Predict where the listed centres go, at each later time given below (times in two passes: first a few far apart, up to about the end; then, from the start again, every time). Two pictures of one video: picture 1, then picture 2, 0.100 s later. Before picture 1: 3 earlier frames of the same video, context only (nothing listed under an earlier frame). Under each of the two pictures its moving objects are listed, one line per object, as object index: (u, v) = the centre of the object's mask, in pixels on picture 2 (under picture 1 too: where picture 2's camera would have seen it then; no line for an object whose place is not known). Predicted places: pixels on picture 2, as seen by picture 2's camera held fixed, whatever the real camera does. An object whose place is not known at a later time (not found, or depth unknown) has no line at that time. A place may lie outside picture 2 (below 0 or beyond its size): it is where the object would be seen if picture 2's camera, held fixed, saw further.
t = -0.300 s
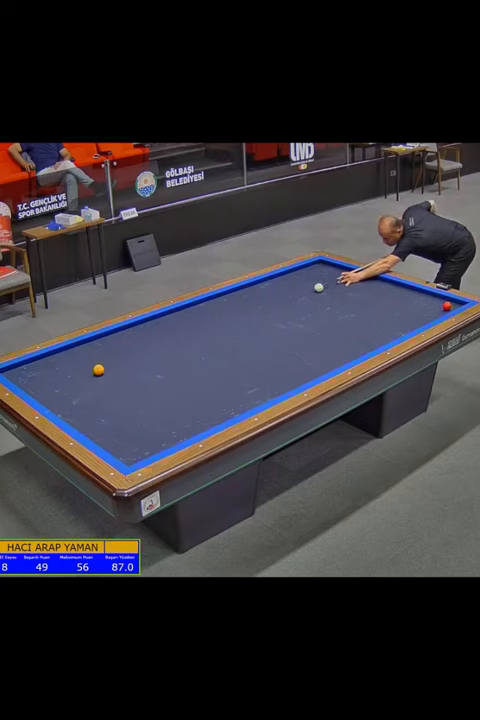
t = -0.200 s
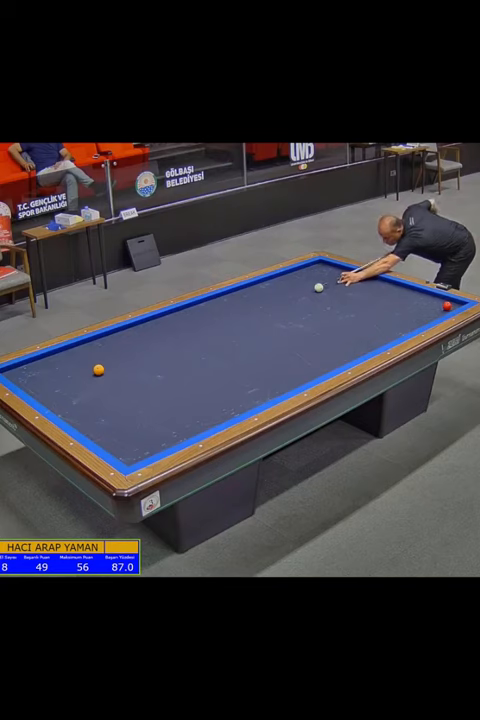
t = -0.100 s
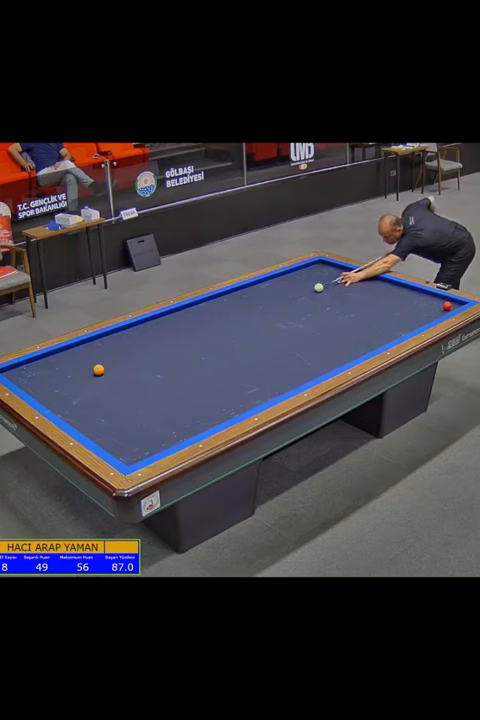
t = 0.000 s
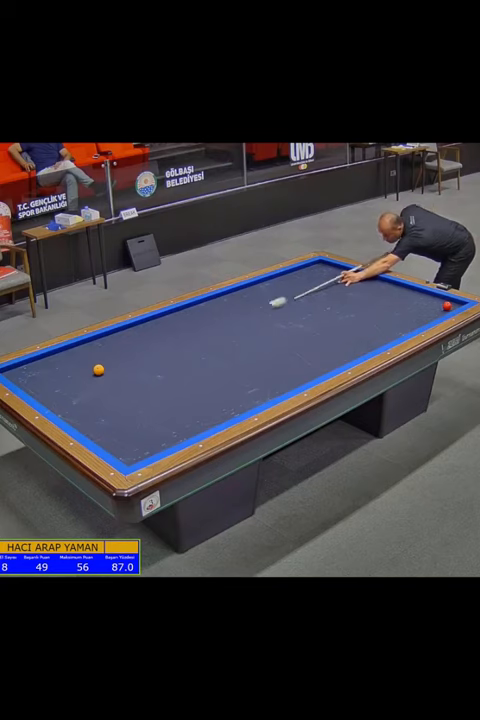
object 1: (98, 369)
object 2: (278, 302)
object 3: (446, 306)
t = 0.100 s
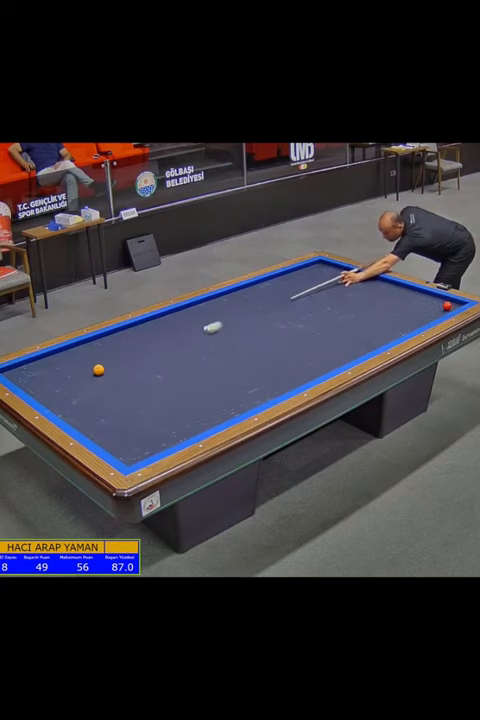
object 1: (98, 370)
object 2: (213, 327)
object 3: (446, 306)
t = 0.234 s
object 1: (98, 369)
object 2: (114, 365)
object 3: (446, 306)
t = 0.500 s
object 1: (73, 351)
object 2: (119, 413)
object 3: (446, 306)
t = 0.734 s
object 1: (156, 324)
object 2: (135, 453)
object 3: (446, 306)
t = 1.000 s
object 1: (239, 306)
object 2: (118, 432)
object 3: (446, 306)
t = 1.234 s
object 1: (299, 293)
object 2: (115, 407)
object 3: (446, 306)
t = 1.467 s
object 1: (353, 281)
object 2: (112, 386)
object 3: (446, 306)
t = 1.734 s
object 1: (368, 290)
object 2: (110, 365)
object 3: (446, 306)
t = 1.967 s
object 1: (364, 308)
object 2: (108, 349)
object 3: (446, 306)
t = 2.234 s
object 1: (363, 328)
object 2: (111, 333)
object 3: (446, 306)
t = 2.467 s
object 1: (363, 348)
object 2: (141, 332)
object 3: (446, 306)
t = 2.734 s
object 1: (328, 358)
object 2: (173, 330)
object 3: (446, 306)
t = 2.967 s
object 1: (290, 364)
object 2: (201, 328)
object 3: (446, 306)
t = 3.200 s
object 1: (251, 370)
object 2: (228, 326)
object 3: (446, 306)
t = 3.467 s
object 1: (206, 377)
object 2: (258, 324)
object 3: (446, 306)
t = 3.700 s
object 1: (166, 383)
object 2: (284, 322)
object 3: (446, 306)
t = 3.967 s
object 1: (121, 390)
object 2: (312, 320)
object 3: (446, 306)
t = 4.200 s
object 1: (82, 396)
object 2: (337, 318)
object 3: (446, 306)
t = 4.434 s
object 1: (44, 400)
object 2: (360, 316)
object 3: (446, 306)
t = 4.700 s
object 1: (52, 385)
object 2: (385, 314)
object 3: (446, 305)
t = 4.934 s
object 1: (57, 374)
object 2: (407, 313)
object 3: (446, 306)
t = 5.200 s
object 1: (63, 361)
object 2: (431, 311)
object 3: (446, 305)
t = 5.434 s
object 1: (68, 350)
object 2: (450, 308)
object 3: (445, 305)
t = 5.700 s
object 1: (84, 346)
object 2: (454, 306)
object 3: (442, 302)
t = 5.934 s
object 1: (102, 344)
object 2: (456, 304)
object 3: (438, 300)
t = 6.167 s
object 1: (119, 342)
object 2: (458, 302)
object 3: (434, 297)
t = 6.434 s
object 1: (139, 341)
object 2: (458, 302)
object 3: (429, 294)
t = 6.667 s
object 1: (156, 339)
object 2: (456, 302)
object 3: (426, 292)
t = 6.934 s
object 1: (174, 337)
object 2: (454, 303)
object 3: (420, 292)
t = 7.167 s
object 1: (190, 336)
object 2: (453, 304)
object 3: (415, 290)
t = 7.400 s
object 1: (206, 334)
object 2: (451, 304)
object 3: (410, 289)
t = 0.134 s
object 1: (98, 370)
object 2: (189, 336)
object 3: (446, 306)
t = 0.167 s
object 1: (98, 370)
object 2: (165, 345)
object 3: (446, 306)
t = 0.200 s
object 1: (98, 370)
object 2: (140, 355)
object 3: (446, 306)
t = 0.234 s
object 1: (98, 369)
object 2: (114, 365)
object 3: (446, 306)
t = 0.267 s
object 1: (77, 373)
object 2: (109, 372)
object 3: (446, 306)
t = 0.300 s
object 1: (50, 377)
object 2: (110, 378)
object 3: (446, 306)
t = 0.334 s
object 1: (24, 381)
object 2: (111, 384)
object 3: (446, 306)
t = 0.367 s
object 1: (24, 378)
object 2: (113, 389)
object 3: (446, 306)
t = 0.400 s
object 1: (37, 371)
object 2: (114, 395)
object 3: (446, 306)
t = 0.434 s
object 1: (50, 363)
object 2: (116, 401)
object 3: (446, 306)
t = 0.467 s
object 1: (61, 357)
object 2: (118, 407)
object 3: (446, 306)
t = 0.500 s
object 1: (73, 351)
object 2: (119, 413)
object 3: (446, 306)
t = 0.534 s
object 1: (84, 344)
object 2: (121, 419)
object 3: (446, 306)
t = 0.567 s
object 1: (95, 338)
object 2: (123, 425)
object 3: (446, 306)
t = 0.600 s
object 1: (106, 334)
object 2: (125, 431)
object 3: (446, 306)
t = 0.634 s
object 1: (119, 331)
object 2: (127, 436)
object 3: (446, 306)
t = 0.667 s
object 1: (132, 329)
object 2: (130, 442)
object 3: (446, 306)
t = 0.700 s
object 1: (144, 326)
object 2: (133, 448)
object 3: (446, 306)
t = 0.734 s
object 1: (156, 324)
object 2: (135, 453)
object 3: (446, 306)
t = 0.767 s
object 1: (168, 321)
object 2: (137, 457)
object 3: (446, 306)
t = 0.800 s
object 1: (179, 319)
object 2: (128, 458)
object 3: (446, 306)
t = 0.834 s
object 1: (190, 317)
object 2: (121, 455)
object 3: (446, 306)
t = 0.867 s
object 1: (200, 314)
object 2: (120, 450)
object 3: (446, 306)
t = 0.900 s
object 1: (210, 312)
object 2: (120, 445)
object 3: (446, 306)
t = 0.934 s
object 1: (220, 310)
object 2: (119, 440)
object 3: (446, 306)
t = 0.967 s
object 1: (229, 308)
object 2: (118, 436)
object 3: (446, 306)
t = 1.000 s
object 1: (239, 306)
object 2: (118, 432)
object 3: (446, 306)
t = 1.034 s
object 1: (247, 304)
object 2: (117, 428)
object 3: (446, 306)
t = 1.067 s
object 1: (257, 302)
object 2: (117, 424)
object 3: (446, 306)
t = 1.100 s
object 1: (265, 300)
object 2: (116, 420)
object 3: (446, 306)
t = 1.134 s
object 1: (274, 298)
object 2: (116, 417)
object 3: (446, 306)
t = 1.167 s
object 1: (282, 296)
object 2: (115, 413)
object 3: (446, 306)
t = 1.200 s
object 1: (291, 294)
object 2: (115, 410)
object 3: (446, 306)
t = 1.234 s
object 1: (299, 293)
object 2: (115, 407)
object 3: (446, 306)
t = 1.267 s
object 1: (307, 291)
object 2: (114, 404)
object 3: (446, 306)
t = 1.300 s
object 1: (314, 289)
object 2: (114, 401)
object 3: (446, 306)
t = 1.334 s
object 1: (323, 288)
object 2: (114, 398)
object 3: (446, 306)
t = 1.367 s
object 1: (331, 286)
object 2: (113, 395)
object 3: (446, 306)
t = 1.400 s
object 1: (338, 284)
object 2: (113, 392)
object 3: (446, 306)
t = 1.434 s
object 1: (346, 282)
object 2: (113, 389)
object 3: (446, 306)
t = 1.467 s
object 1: (353, 281)
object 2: (112, 386)
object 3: (446, 306)
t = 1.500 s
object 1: (361, 279)
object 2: (112, 384)
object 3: (446, 306)
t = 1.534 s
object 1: (368, 278)
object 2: (112, 381)
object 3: (446, 306)
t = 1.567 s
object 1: (374, 277)
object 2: (111, 378)
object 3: (446, 306)
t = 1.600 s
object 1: (373, 279)
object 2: (111, 375)
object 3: (446, 306)
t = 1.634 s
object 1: (372, 282)
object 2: (111, 373)
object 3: (446, 306)
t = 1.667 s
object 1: (371, 285)
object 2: (110, 370)
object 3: (446, 306)
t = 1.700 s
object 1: (369, 287)
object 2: (110, 367)
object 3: (446, 306)
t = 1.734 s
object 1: (368, 290)
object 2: (110, 365)
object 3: (446, 306)
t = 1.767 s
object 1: (367, 293)
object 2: (110, 362)
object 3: (446, 306)
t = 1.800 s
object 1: (366, 295)
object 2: (109, 360)
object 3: (446, 306)
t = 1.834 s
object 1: (366, 298)
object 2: (109, 358)
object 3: (446, 306)
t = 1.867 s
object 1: (365, 301)
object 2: (109, 355)
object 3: (446, 306)
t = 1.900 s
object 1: (364, 303)
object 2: (109, 353)
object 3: (446, 306)
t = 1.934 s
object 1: (364, 305)
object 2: (109, 351)
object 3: (446, 306)
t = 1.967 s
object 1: (364, 308)
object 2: (108, 349)
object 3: (446, 306)
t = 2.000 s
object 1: (363, 310)
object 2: (108, 346)
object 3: (446, 306)
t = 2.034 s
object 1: (363, 313)
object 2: (108, 344)
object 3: (446, 306)
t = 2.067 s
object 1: (364, 315)
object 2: (108, 342)
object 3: (446, 306)
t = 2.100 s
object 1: (363, 318)
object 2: (107, 340)
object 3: (446, 306)
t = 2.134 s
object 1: (363, 320)
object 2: (107, 338)
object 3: (446, 306)
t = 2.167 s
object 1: (363, 323)
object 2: (107, 336)
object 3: (446, 306)
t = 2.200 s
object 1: (363, 325)
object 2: (107, 334)
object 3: (446, 306)
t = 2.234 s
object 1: (363, 328)
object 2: (111, 333)
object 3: (446, 306)
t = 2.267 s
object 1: (363, 331)
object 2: (115, 333)
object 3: (446, 306)
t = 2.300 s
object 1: (363, 334)
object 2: (120, 333)
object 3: (446, 306)
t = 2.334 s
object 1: (363, 336)
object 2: (124, 333)
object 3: (446, 306)
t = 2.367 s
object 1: (363, 339)
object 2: (129, 333)
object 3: (446, 306)
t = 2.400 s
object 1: (363, 342)
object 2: (133, 333)
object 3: (446, 306)
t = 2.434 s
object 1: (363, 345)
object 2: (137, 333)
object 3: (446, 306)
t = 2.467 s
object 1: (363, 348)
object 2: (141, 332)
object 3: (446, 306)
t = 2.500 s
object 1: (363, 350)
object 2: (145, 332)
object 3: (446, 306)
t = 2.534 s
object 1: (362, 352)
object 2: (149, 332)
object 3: (446, 306)
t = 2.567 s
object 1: (356, 353)
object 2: (153, 331)
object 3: (446, 306)
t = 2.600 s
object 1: (350, 354)
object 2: (157, 331)
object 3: (446, 306)
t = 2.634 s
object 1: (344, 355)
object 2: (161, 331)
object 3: (446, 306)
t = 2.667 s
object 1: (338, 356)
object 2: (165, 331)
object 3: (446, 306)
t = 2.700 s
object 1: (333, 357)
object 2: (169, 330)
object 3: (446, 305)
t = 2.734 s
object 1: (328, 358)
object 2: (173, 330)
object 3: (446, 306)
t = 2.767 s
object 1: (323, 358)
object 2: (177, 329)
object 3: (446, 306)
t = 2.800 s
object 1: (317, 359)
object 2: (181, 329)
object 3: (446, 306)
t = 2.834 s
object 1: (312, 360)
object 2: (185, 329)
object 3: (446, 306)
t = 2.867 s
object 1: (306, 361)
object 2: (189, 329)
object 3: (446, 306)
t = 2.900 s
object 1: (301, 362)
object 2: (193, 328)
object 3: (446, 306)
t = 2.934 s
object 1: (295, 363)
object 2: (197, 328)
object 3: (446, 306)
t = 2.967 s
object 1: (290, 364)
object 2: (201, 328)
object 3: (446, 306)
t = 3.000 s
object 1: (284, 365)
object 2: (204, 328)
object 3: (446, 306)
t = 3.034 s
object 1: (279, 366)
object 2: (208, 327)
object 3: (446, 306)
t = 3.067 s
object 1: (274, 366)
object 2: (212, 327)
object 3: (446, 306)
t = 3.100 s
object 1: (268, 367)
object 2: (216, 327)
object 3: (446, 306)
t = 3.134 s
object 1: (262, 368)
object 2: (220, 326)
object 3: (446, 306)
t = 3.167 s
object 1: (257, 369)
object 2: (224, 326)
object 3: (446, 306)
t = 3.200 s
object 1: (251, 370)
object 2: (228, 326)
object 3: (446, 306)
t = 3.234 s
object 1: (246, 371)
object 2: (231, 326)
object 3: (446, 306)
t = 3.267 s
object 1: (240, 372)
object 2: (235, 325)
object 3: (446, 306)
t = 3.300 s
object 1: (234, 373)
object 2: (239, 325)
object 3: (446, 306)
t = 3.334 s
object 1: (229, 374)
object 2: (243, 325)
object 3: (446, 306)
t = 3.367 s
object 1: (223, 374)
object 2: (247, 325)
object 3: (446, 305)
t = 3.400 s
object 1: (217, 375)
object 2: (250, 324)
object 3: (446, 306)
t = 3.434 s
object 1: (212, 376)
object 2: (254, 324)
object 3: (446, 306)
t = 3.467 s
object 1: (206, 377)
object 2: (258, 324)
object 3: (446, 306)
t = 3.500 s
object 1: (200, 378)
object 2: (262, 324)
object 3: (446, 306)
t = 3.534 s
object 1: (195, 379)
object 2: (265, 323)
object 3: (446, 306)
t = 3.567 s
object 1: (189, 380)
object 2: (269, 323)
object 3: (446, 306)
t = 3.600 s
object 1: (183, 381)
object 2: (273, 323)
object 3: (446, 306)
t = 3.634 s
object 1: (178, 382)
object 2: (276, 322)
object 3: (446, 306)
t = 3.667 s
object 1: (172, 382)
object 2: (280, 322)
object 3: (446, 306)
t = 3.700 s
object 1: (166, 383)
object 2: (284, 322)
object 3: (446, 306)
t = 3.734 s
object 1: (160, 384)
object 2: (287, 322)
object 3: (446, 306)
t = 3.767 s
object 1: (155, 385)
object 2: (291, 321)
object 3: (446, 306)
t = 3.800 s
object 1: (149, 386)
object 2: (294, 321)
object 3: (446, 306)
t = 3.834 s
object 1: (144, 387)
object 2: (298, 321)
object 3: (446, 306)
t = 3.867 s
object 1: (138, 388)
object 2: (302, 321)
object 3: (446, 306)
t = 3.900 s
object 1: (133, 389)
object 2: (305, 320)
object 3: (446, 306)
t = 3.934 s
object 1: (127, 389)
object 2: (309, 320)
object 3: (446, 306)
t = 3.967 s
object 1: (121, 390)
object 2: (312, 320)
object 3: (446, 306)
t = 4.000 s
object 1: (115, 391)
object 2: (316, 320)
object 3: (446, 306)
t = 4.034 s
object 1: (110, 392)
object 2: (319, 319)
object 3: (446, 306)
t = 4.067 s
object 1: (104, 393)
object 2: (323, 319)
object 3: (446, 306)
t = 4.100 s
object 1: (99, 393)
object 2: (326, 319)
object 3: (446, 306)
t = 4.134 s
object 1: (93, 394)
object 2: (329, 319)
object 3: (446, 306)
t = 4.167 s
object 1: (88, 395)
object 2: (333, 318)
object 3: (446, 306)
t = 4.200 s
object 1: (82, 396)
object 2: (337, 318)
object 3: (446, 306)
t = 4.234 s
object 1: (76, 397)
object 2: (340, 318)
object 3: (446, 306)
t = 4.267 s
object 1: (71, 398)
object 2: (343, 318)
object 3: (446, 306)
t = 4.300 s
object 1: (65, 399)
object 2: (346, 317)
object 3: (446, 306)
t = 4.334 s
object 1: (60, 399)
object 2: (350, 317)
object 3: (446, 306)
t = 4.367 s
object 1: (54, 400)
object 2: (353, 317)
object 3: (446, 306)
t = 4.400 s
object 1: (49, 401)
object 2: (356, 317)
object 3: (446, 306)
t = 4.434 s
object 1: (44, 400)
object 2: (360, 316)
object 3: (446, 306)
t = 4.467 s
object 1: (44, 399)
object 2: (363, 316)
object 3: (446, 306)
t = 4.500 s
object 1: (45, 398)
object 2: (366, 316)
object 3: (446, 306)
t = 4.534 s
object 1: (47, 395)
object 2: (369, 316)
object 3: (446, 306)
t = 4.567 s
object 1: (48, 393)
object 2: (373, 315)
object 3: (446, 306)
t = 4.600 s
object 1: (49, 391)
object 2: (376, 315)
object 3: (446, 306)
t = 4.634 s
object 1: (50, 389)
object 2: (379, 315)
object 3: (446, 305)
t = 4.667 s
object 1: (51, 387)
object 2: (382, 315)
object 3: (446, 306)
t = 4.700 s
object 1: (52, 385)
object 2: (385, 314)
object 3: (446, 305)
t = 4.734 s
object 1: (53, 384)
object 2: (388, 314)
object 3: (446, 306)
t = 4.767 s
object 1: (53, 382)
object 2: (392, 314)
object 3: (446, 306)
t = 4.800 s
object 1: (54, 380)
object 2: (395, 314)
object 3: (446, 306)
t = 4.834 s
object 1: (55, 378)
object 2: (398, 314)
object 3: (446, 306)
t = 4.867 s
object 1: (56, 377)
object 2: (401, 313)
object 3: (446, 306)
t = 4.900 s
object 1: (56, 375)
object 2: (404, 313)
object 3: (446, 306)
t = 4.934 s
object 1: (57, 374)
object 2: (407, 313)
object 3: (446, 306)
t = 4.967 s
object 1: (58, 372)
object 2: (410, 313)
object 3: (446, 306)
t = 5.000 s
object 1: (58, 370)
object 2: (413, 312)
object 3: (446, 306)
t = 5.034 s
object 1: (59, 368)
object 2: (416, 312)
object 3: (446, 305)
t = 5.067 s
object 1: (60, 367)
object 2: (419, 312)
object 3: (446, 305)
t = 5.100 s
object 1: (61, 365)
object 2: (422, 312)
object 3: (446, 305)
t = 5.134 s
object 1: (61, 364)
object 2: (425, 311)
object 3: (446, 305)
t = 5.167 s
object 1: (62, 362)
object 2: (428, 311)
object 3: (446, 305)
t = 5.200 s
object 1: (63, 361)
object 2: (431, 311)
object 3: (446, 305)
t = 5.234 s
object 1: (64, 359)
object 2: (434, 311)
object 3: (446, 305)
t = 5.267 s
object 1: (64, 358)
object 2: (436, 311)
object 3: (446, 305)
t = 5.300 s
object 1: (65, 356)
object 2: (439, 310)
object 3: (447, 305)
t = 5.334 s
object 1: (66, 355)
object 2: (442, 310)
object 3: (447, 305)
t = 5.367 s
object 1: (66, 353)
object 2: (444, 310)
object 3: (446, 303)
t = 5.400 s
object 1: (67, 352)
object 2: (447, 309)
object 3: (447, 303)
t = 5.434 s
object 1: (68, 350)
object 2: (450, 308)
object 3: (445, 305)
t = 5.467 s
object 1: (68, 349)
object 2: (450, 308)
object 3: (445, 305)
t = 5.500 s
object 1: (69, 347)
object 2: (451, 308)
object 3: (445, 305)
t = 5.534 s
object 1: (71, 347)
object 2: (452, 307)
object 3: (445, 305)
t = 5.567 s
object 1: (73, 346)
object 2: (453, 307)
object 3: (445, 304)
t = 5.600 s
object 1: (76, 347)
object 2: (453, 307)
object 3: (444, 303)
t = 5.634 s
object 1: (79, 346)
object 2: (454, 307)
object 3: (443, 304)
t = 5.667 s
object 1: (81, 346)
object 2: (454, 306)
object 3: (442, 303)
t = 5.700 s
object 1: (84, 346)
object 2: (454, 306)
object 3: (442, 302)
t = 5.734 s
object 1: (86, 345)
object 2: (454, 306)
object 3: (442, 302)
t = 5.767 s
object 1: (89, 345)
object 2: (455, 305)
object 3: (441, 302)
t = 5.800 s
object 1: (91, 345)
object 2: (455, 305)
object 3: (440, 301)
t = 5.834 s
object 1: (94, 345)
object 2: (455, 305)
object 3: (439, 301)
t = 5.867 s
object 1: (97, 345)
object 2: (456, 305)
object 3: (439, 301)
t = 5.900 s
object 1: (99, 344)
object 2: (456, 304)
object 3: (438, 300)
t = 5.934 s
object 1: (102, 344)
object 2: (456, 304)
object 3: (438, 300)
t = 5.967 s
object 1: (104, 344)
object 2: (456, 304)
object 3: (437, 299)
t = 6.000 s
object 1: (107, 343)
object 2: (457, 304)
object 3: (436, 298)
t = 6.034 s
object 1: (109, 343)
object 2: (457, 304)
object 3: (436, 298)
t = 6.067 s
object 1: (112, 343)
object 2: (457, 303)
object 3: (436, 298)
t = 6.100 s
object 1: (114, 343)
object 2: (458, 303)
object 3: (435, 298)
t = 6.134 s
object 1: (117, 342)
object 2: (458, 303)
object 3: (435, 298)
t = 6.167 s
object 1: (119, 342)
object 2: (458, 302)
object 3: (434, 297)
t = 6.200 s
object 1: (122, 342)
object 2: (458, 302)
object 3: (434, 297)
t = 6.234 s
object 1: (124, 342)
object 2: (459, 302)
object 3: (432, 297)
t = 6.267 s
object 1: (127, 341)
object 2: (459, 302)
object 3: (432, 296)
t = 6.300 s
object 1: (129, 341)
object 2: (459, 302)
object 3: (431, 296)
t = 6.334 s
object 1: (132, 341)
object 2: (459, 302)
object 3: (431, 295)
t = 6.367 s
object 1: (134, 341)
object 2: (458, 302)
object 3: (430, 295)
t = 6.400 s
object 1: (137, 341)
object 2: (458, 302)
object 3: (429, 295)
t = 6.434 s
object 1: (139, 341)
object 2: (458, 302)
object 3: (429, 294)
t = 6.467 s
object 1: (141, 340)
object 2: (458, 302)
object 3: (429, 294)
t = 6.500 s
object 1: (144, 340)
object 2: (457, 302)
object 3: (428, 294)
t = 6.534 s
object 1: (146, 340)
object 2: (457, 302)
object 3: (428, 294)
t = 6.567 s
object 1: (149, 340)
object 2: (457, 302)
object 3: (427, 293)
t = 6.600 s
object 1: (151, 339)
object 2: (457, 302)
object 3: (426, 293)
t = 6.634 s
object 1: (153, 339)
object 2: (456, 302)
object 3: (426, 292)
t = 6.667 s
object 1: (156, 339)
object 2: (456, 302)
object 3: (426, 292)
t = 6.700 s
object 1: (158, 339)
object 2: (456, 303)
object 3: (424, 292)
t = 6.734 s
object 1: (160, 339)
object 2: (455, 303)
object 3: (424, 292)
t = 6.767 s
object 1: (163, 338)
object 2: (455, 303)
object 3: (423, 292)
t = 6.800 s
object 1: (165, 338)
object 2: (455, 303)
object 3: (423, 292)
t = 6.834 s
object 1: (168, 338)
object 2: (455, 303)
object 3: (422, 292)
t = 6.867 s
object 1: (170, 338)
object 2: (455, 303)
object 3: (421, 292)
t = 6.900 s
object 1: (172, 337)
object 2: (454, 303)
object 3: (420, 291)
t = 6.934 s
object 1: (174, 337)
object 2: (454, 303)
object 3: (420, 292)
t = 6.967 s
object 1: (177, 337)
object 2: (454, 303)
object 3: (419, 291)
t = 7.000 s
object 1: (179, 337)
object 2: (454, 303)
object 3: (419, 291)
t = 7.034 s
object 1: (181, 337)
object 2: (453, 303)
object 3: (418, 291)
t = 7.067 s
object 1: (184, 336)
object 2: (453, 303)
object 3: (417, 291)
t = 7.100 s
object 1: (186, 336)
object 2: (453, 303)
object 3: (416, 290)
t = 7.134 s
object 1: (188, 336)
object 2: (453, 304)
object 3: (415, 291)
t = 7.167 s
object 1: (190, 336)
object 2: (453, 304)
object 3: (415, 290)
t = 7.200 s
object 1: (192, 335)
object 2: (452, 304)
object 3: (414, 290)
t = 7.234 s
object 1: (195, 335)
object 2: (452, 304)
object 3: (414, 290)
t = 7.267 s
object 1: (197, 335)
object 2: (452, 304)
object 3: (413, 290)
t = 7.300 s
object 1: (199, 335)
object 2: (452, 304)
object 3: (412, 290)
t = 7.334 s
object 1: (201, 335)
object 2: (452, 304)
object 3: (411, 290)
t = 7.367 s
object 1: (203, 335)
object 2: (452, 304)
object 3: (411, 290)
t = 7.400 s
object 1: (206, 334)
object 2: (451, 304)
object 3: (410, 289)
